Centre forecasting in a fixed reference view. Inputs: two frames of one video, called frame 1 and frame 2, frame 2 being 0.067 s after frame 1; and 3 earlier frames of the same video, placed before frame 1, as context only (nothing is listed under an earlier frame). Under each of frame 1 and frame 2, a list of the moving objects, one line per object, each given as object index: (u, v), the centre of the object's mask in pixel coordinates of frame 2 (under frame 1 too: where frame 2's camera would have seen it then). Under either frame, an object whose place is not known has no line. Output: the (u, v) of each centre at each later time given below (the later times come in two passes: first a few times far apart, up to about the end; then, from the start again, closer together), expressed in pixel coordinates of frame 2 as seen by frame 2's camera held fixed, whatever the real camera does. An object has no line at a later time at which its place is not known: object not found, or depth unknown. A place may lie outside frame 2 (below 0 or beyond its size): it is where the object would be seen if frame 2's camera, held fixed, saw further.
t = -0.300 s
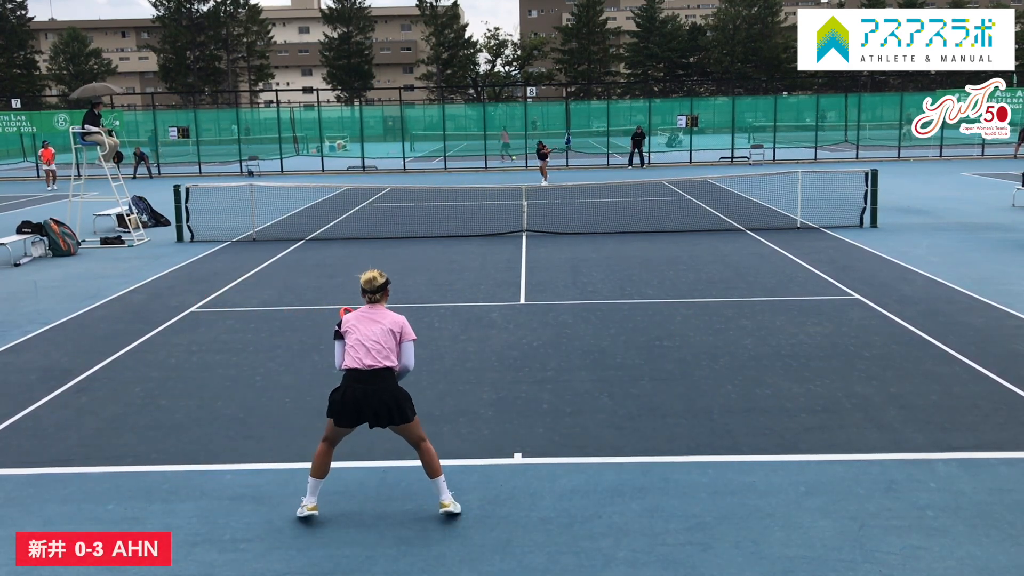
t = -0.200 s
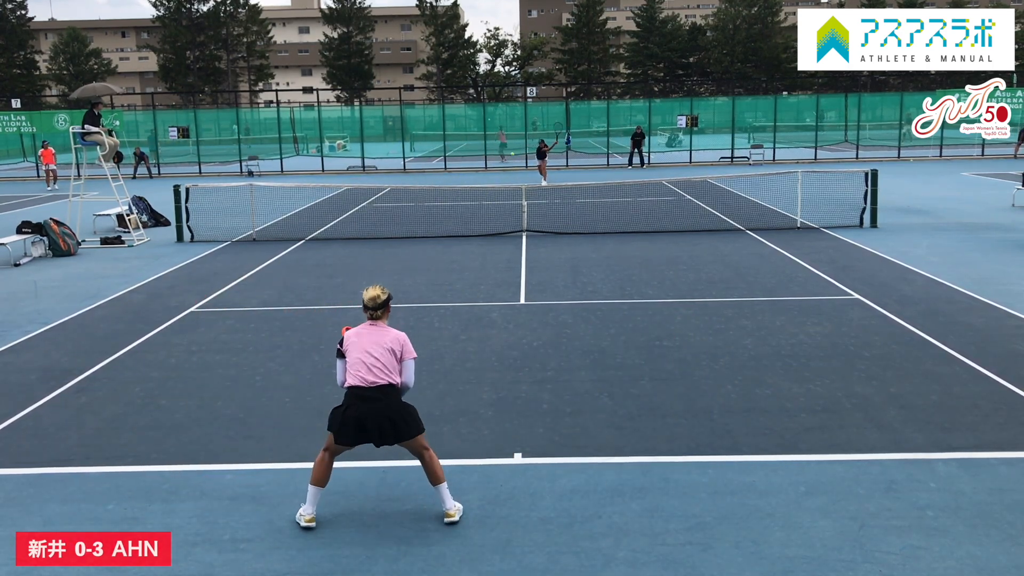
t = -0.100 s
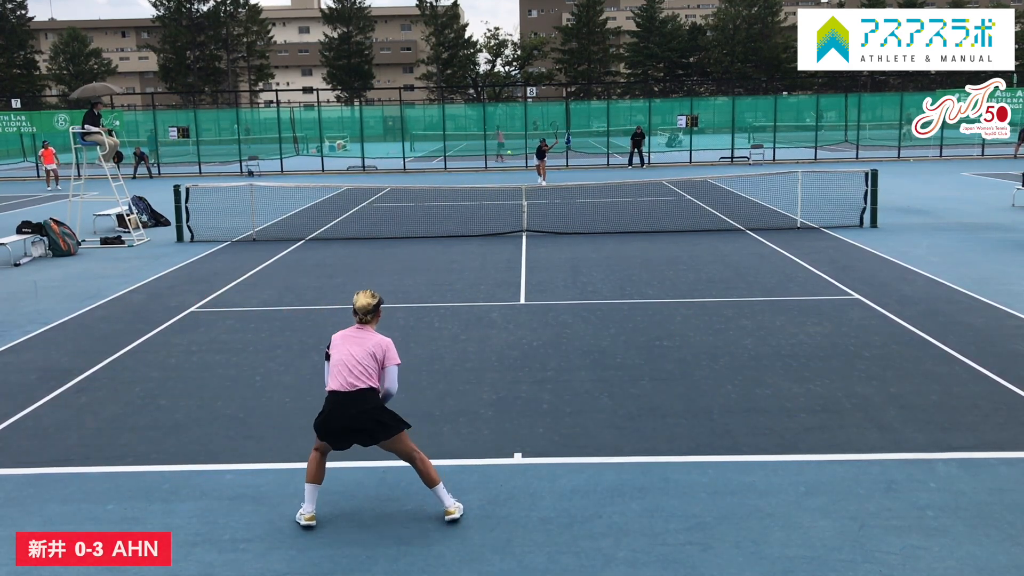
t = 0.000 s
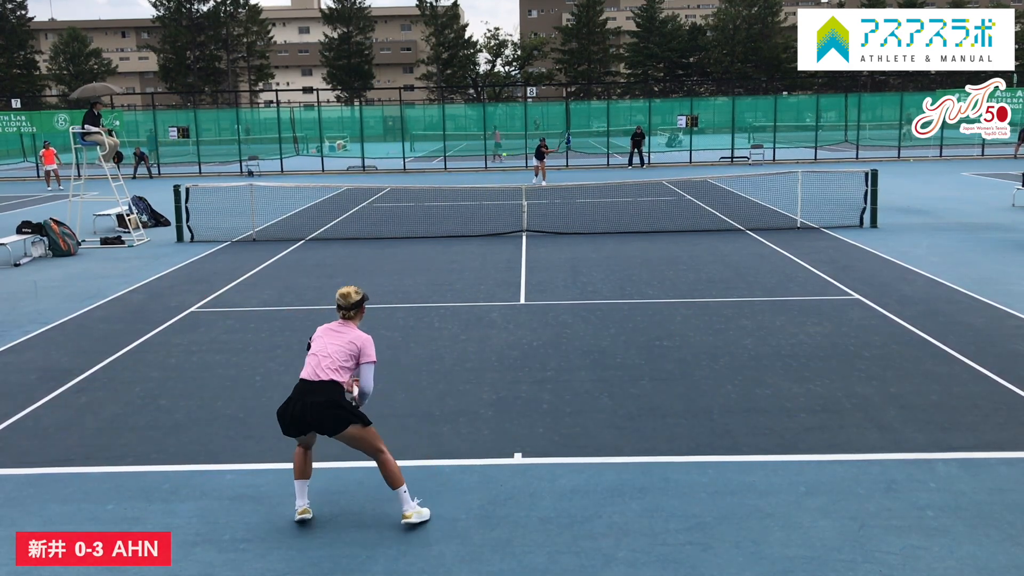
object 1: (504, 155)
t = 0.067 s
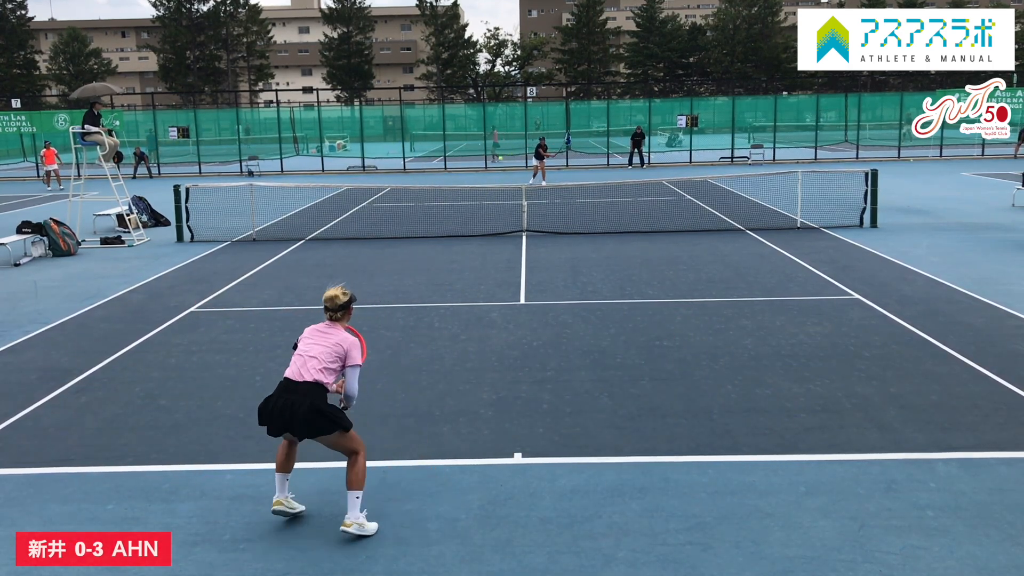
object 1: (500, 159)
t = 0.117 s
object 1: (496, 163)
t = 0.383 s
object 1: (469, 214)
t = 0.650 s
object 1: (419, 333)
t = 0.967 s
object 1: (326, 340)
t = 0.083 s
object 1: (499, 160)
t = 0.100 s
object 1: (497, 161)
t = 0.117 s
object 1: (496, 163)
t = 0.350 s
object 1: (473, 205)
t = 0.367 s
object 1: (472, 210)
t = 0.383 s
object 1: (469, 214)
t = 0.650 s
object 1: (419, 333)
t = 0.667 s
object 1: (415, 331)
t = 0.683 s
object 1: (411, 329)
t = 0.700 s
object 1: (407, 327)
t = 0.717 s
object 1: (403, 326)
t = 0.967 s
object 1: (326, 340)
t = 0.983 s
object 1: (320, 344)
